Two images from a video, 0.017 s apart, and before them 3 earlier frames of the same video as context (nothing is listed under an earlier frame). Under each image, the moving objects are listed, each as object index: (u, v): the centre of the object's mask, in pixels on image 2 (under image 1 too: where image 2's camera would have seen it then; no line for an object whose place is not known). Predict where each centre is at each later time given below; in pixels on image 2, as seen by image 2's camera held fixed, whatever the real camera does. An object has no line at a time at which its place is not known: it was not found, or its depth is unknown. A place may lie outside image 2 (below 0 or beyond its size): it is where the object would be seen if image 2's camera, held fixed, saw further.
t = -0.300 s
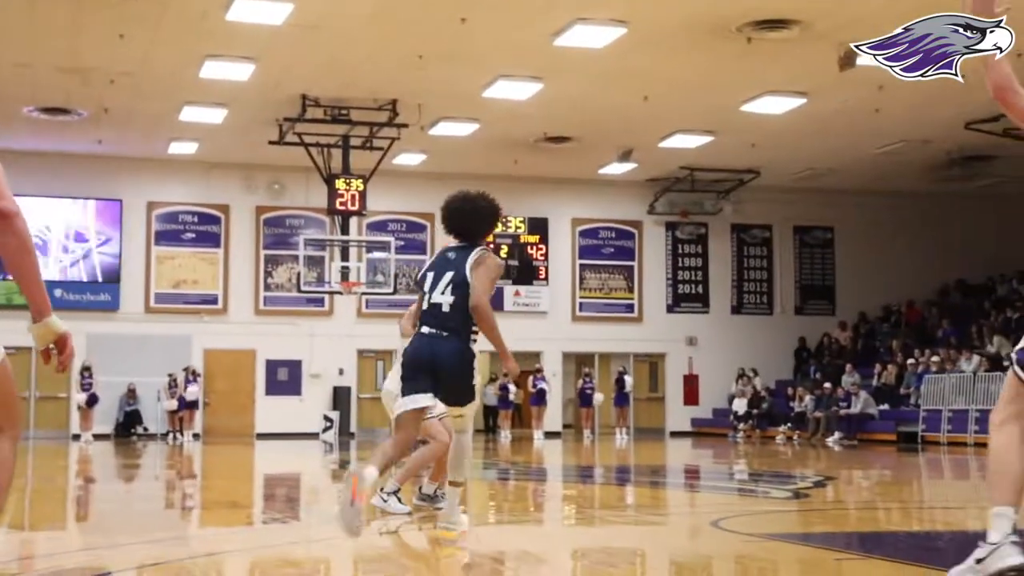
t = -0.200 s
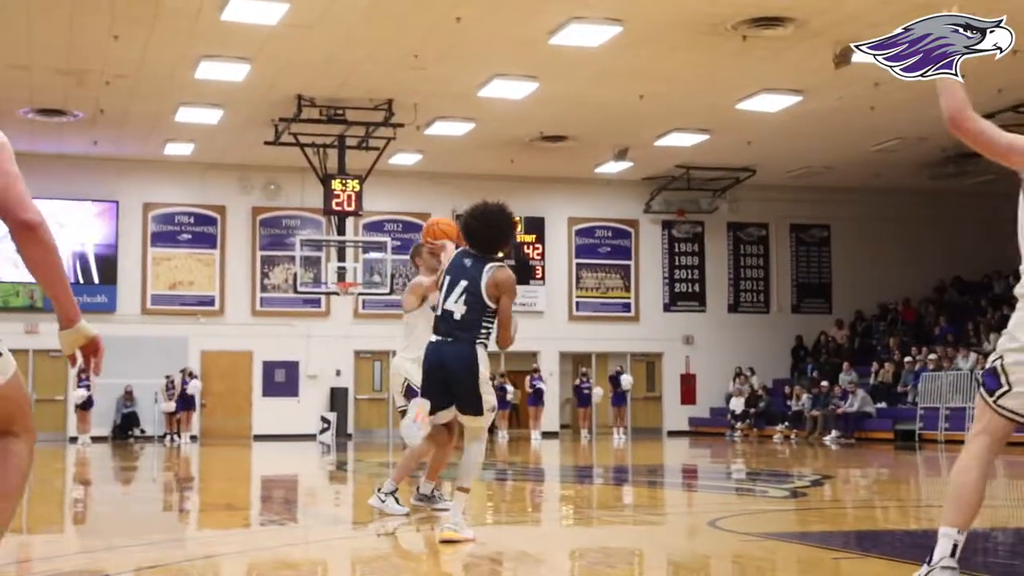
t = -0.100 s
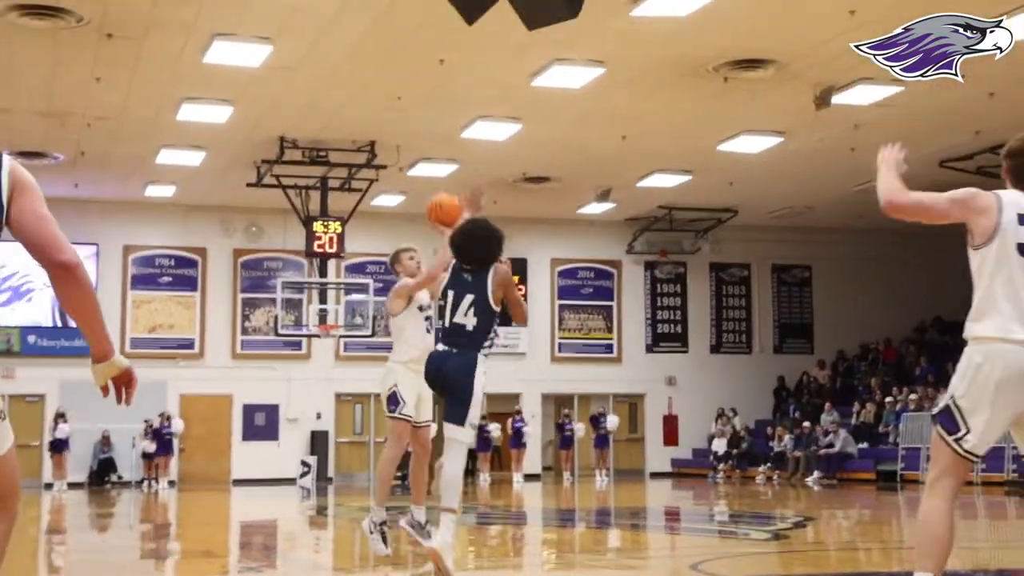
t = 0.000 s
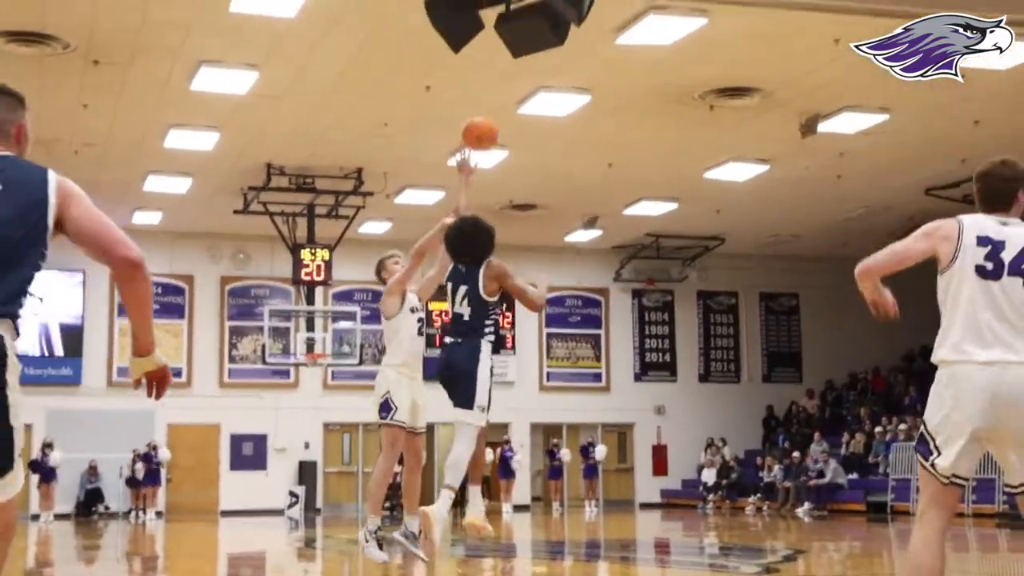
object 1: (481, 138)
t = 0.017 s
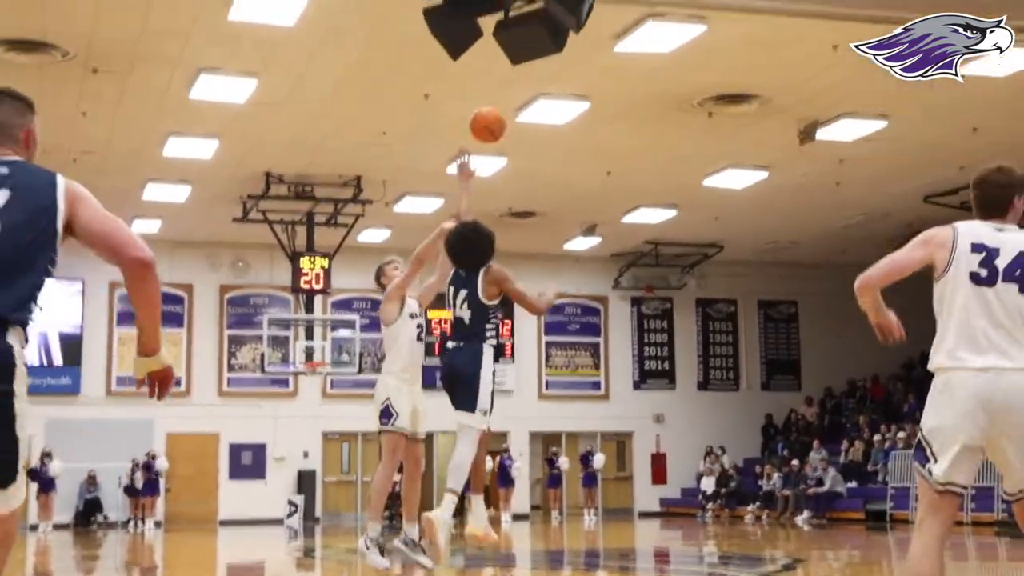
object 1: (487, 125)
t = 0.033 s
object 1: (495, 108)
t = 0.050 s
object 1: (504, 91)
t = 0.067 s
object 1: (514, 73)
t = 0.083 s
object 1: (522, 57)
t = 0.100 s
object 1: (531, 42)
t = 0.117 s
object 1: (541, 25)
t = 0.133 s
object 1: (551, 9)
